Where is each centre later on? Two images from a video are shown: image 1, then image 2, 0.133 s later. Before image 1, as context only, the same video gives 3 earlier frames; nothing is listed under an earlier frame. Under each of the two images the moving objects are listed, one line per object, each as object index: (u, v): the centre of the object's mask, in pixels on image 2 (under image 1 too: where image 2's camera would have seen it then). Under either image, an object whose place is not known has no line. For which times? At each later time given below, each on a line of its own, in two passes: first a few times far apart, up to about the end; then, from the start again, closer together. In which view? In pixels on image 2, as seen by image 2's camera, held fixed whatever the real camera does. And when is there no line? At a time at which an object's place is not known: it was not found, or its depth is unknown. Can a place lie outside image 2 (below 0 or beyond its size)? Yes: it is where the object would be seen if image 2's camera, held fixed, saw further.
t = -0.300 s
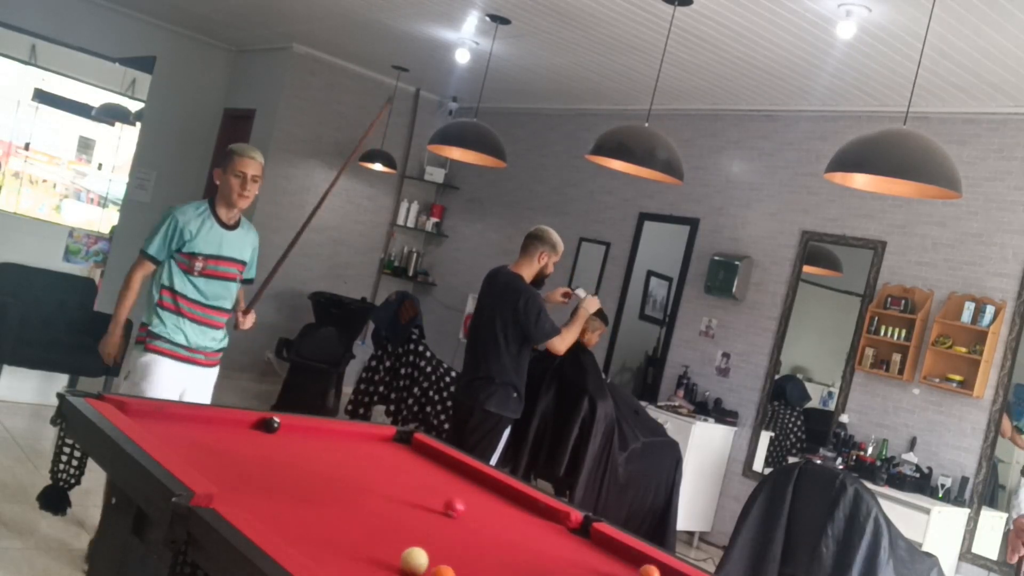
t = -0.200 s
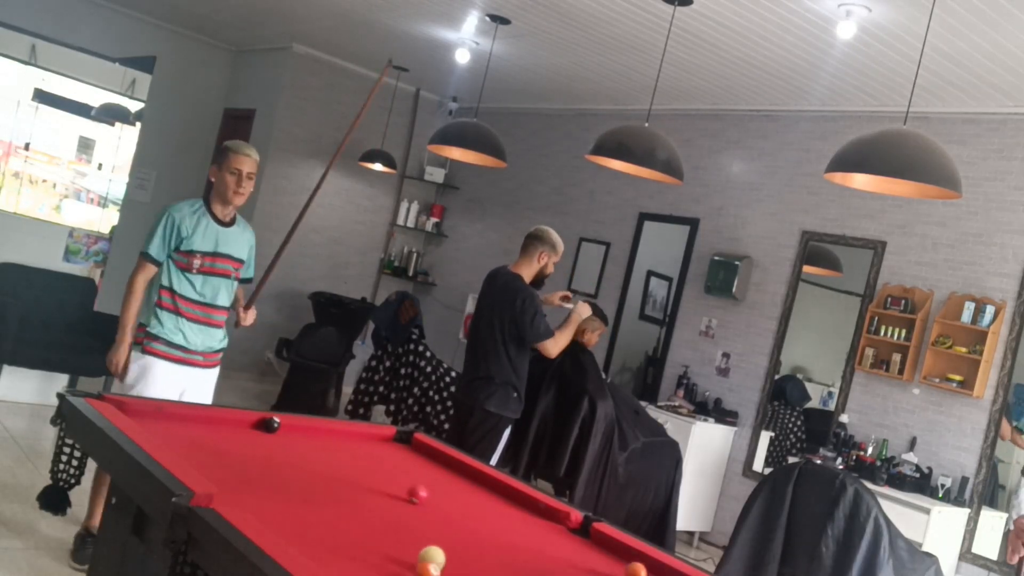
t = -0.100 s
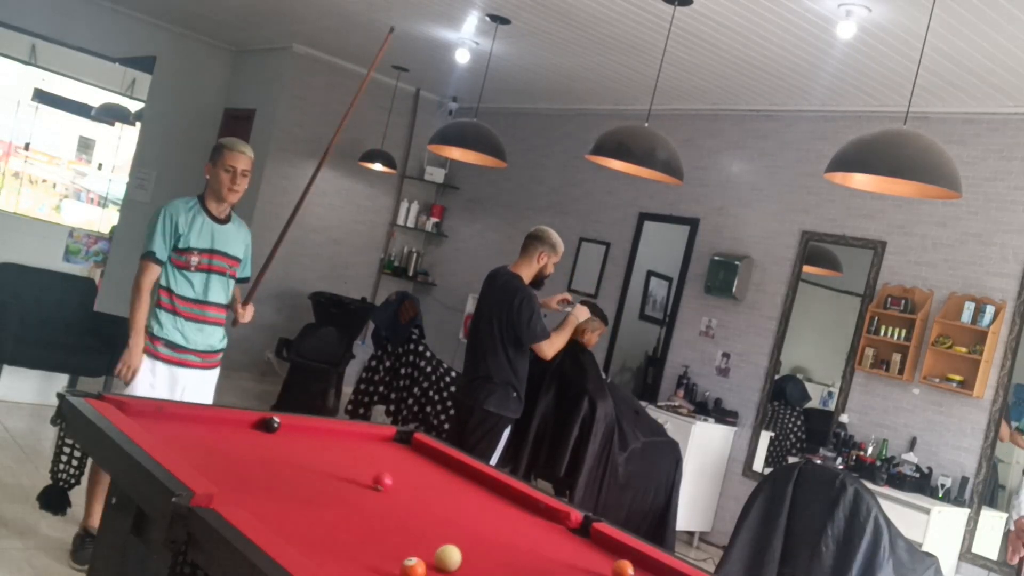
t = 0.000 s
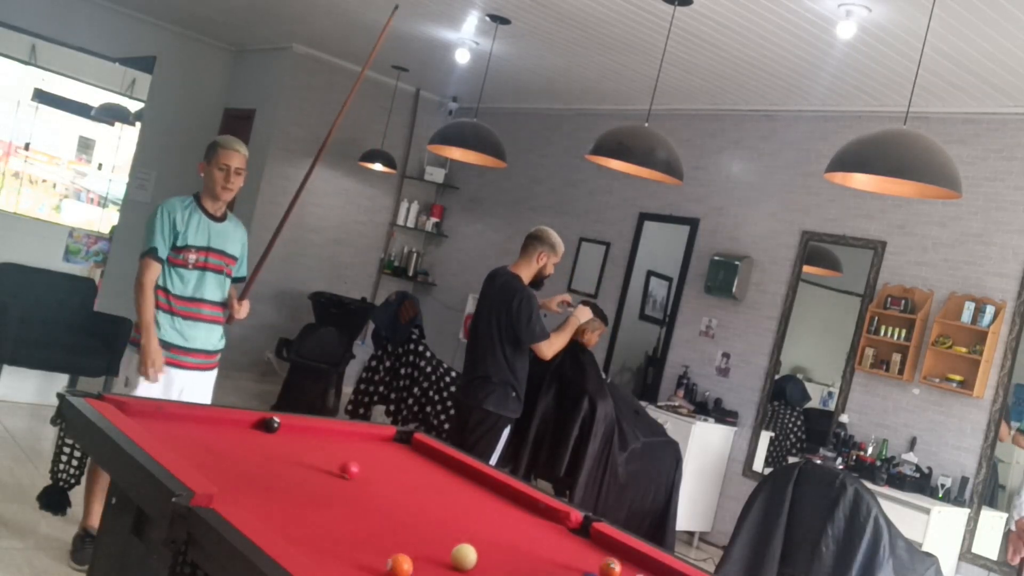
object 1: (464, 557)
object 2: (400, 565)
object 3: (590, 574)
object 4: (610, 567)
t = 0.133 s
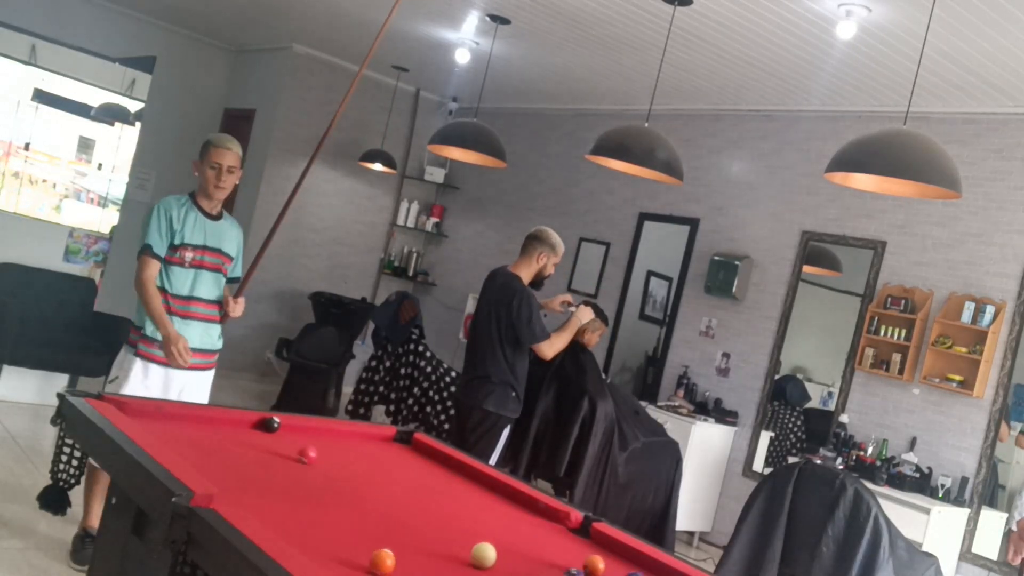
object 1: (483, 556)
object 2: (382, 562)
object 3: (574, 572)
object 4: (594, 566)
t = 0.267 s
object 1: (502, 554)
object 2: (366, 558)
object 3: (558, 570)
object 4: (578, 564)
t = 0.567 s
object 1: (529, 546)
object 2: (335, 549)
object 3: (526, 564)
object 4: (560, 561)
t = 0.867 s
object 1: (526, 538)
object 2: (310, 542)
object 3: (499, 555)
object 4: (579, 566)
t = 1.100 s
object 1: (524, 530)
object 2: (295, 536)
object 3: (480, 549)
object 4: (591, 567)
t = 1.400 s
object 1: (522, 523)
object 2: (282, 530)
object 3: (462, 542)
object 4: (602, 568)
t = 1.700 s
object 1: (521, 516)
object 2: (276, 526)
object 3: (450, 537)
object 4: (609, 569)
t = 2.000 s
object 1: (519, 511)
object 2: (272, 525)
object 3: (444, 532)
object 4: (611, 570)
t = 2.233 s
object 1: (519, 507)
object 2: (273, 525)
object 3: (442, 530)
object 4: (611, 569)
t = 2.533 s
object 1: (518, 504)
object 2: (273, 525)
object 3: (440, 527)
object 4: (611, 569)
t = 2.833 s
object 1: (518, 501)
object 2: (273, 525)
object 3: (440, 526)
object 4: (611, 569)
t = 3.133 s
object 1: (517, 499)
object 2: (272, 525)
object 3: (441, 526)
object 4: (610, 569)
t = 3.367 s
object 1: (517, 498)
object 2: (273, 525)
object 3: (441, 526)
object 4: (611, 569)
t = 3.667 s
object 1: (516, 498)
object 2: (273, 525)
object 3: (441, 526)
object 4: (610, 569)
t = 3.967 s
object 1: (516, 498)
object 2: (273, 525)
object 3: (442, 526)
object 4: (611, 569)
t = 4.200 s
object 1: (516, 498)
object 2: (273, 525)
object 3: (441, 526)
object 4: (611, 569)
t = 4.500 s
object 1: (516, 498)
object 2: (273, 525)
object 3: (442, 526)
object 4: (611, 569)
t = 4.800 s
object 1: (516, 498)
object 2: (272, 525)
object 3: (441, 526)
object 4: (611, 569)
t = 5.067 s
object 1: (516, 498)
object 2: (272, 525)
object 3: (441, 526)
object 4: (611, 569)
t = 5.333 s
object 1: (516, 498)
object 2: (273, 525)
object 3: (441, 526)
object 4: (611, 569)
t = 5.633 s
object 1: (516, 498)
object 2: (272, 525)
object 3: (441, 526)
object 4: (611, 569)
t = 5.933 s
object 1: (516, 498)
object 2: (272, 525)
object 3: (441, 526)
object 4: (611, 569)
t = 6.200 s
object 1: (516, 498)
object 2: (272, 525)
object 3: (441, 526)
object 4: (611, 569)
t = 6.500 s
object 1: (516, 498)
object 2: (272, 525)
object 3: (441, 526)
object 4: (610, 569)
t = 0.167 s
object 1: (488, 555)
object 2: (378, 561)
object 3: (570, 571)
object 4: (590, 565)
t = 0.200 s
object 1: (493, 554)
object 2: (375, 560)
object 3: (566, 571)
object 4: (586, 564)
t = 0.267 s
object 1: (502, 554)
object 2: (366, 558)
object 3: (558, 570)
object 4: (578, 564)
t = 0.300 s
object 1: (506, 553)
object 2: (363, 557)
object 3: (554, 569)
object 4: (574, 563)
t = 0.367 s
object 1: (515, 553)
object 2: (355, 555)
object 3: (547, 568)
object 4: (567, 561)
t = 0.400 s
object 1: (519, 552)
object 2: (352, 554)
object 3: (543, 567)
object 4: (563, 560)
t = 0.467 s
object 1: (526, 550)
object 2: (345, 552)
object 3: (536, 566)
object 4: (556, 559)
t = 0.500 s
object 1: (529, 548)
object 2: (341, 551)
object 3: (532, 565)
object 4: (554, 559)
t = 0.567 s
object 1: (529, 546)
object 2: (335, 549)
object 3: (526, 564)
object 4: (560, 561)
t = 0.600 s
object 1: (529, 545)
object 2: (332, 548)
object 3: (522, 563)
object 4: (562, 561)
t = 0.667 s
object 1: (528, 544)
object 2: (325, 547)
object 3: (516, 561)
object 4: (566, 562)
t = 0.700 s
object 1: (527, 543)
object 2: (323, 546)
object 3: (513, 560)
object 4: (569, 563)
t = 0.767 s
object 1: (526, 541)
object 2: (318, 544)
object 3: (507, 558)
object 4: (573, 564)
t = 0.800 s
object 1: (526, 540)
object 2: (316, 543)
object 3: (504, 557)
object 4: (575, 565)
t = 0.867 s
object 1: (526, 538)
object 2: (310, 542)
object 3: (499, 555)
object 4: (579, 566)
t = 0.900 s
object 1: (526, 537)
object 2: (308, 541)
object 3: (496, 554)
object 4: (581, 566)
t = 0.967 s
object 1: (525, 534)
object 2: (303, 540)
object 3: (490, 552)
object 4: (584, 566)
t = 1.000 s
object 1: (525, 533)
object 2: (301, 539)
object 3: (488, 552)
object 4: (586, 566)
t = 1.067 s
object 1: (524, 531)
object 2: (297, 537)
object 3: (483, 550)
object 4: (589, 567)
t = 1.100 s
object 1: (524, 530)
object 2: (295, 536)
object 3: (480, 549)
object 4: (591, 567)
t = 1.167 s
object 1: (523, 529)
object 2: (292, 535)
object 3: (476, 548)
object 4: (593, 567)
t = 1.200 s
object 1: (523, 528)
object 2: (290, 534)
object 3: (474, 547)
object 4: (594, 567)
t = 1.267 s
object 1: (523, 526)
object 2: (287, 533)
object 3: (470, 545)
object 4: (597, 568)
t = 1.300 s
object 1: (523, 525)
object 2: (286, 532)
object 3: (468, 545)
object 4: (598, 568)
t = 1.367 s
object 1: (523, 524)
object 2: (283, 530)
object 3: (464, 543)
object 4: (600, 568)
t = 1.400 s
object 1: (522, 523)
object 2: (282, 530)
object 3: (462, 542)
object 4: (602, 568)
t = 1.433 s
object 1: (522, 522)
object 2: (281, 529)
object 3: (461, 541)
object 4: (603, 569)
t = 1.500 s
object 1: (522, 520)
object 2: (282, 530)
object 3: (457, 540)
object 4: (604, 569)
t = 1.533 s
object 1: (522, 519)
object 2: (281, 530)
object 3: (456, 540)
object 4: (605, 569)
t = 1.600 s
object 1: (521, 518)
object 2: (278, 528)
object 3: (453, 539)
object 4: (606, 569)
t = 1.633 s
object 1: (521, 517)
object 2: (277, 527)
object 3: (452, 538)
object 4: (607, 569)
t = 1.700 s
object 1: (521, 516)
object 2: (276, 526)
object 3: (450, 537)
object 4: (609, 569)
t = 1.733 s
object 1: (521, 515)
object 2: (275, 526)
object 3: (449, 536)
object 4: (609, 569)
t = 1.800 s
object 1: (521, 514)
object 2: (273, 525)
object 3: (448, 535)
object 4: (610, 569)
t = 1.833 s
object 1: (520, 513)
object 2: (272, 525)
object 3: (447, 535)
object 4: (610, 569)
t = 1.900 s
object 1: (520, 512)
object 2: (272, 525)
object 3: (446, 534)
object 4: (611, 569)
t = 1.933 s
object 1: (520, 512)
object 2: (272, 524)
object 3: (445, 533)
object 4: (611, 569)
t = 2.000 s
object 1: (519, 511)
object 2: (272, 525)
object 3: (444, 532)
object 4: (611, 570)
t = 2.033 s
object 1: (519, 510)
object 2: (272, 524)
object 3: (444, 532)
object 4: (611, 569)
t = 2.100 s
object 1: (519, 509)
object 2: (272, 525)
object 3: (443, 531)
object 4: (611, 569)
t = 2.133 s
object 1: (519, 509)
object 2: (273, 525)
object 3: (443, 531)
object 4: (611, 569)
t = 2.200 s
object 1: (519, 508)
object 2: (273, 525)
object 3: (442, 530)
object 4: (611, 569)
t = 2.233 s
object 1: (519, 507)
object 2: (273, 525)
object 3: (442, 530)
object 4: (611, 569)
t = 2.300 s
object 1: (518, 506)
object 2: (272, 525)
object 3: (441, 529)
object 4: (611, 569)
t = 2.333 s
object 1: (518, 506)
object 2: (272, 525)
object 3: (441, 529)
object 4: (611, 569)
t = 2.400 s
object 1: (518, 505)
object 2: (273, 525)
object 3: (440, 528)
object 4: (611, 569)
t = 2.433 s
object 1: (518, 505)
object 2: (273, 525)
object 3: (440, 528)
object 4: (611, 569)
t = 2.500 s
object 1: (518, 504)
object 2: (273, 525)
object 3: (440, 527)
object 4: (611, 569)
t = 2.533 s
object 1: (518, 504)
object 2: (273, 525)
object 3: (440, 527)
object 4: (611, 569)
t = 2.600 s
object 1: (518, 503)
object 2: (273, 525)
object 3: (439, 527)
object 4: (611, 569)
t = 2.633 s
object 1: (518, 503)
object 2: (273, 525)
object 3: (440, 526)
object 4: (611, 569)
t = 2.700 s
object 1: (518, 502)
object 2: (272, 525)
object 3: (440, 525)
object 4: (611, 569)
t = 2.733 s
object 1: (518, 502)
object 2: (273, 525)
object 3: (440, 524)
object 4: (611, 569)
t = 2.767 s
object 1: (518, 501)
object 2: (273, 525)
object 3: (440, 524)
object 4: (611, 569)
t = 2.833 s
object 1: (518, 501)
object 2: (273, 525)
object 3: (440, 526)
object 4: (611, 569)
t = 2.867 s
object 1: (518, 501)
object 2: (273, 525)
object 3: (440, 526)
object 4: (611, 569)
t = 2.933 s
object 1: (517, 500)
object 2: (272, 525)
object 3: (441, 526)
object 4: (611, 569)
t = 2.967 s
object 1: (517, 500)
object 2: (272, 525)
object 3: (441, 526)
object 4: (611, 569)
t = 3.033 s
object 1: (517, 500)
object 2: (273, 525)
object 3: (441, 526)
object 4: (611, 569)
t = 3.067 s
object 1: (517, 500)
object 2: (272, 525)
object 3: (441, 526)
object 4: (610, 569)
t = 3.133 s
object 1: (517, 499)
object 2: (272, 525)
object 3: (441, 526)
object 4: (610, 569)
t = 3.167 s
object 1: (517, 499)
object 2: (273, 525)
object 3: (441, 526)
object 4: (611, 569)
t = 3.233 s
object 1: (517, 499)
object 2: (272, 525)
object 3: (441, 526)
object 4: (610, 569)
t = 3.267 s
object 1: (517, 499)
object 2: (272, 525)
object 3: (441, 526)
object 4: (610, 569)
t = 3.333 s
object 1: (517, 498)
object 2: (273, 525)
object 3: (441, 526)
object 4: (611, 569)
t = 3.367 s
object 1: (517, 498)
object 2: (273, 525)
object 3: (441, 526)
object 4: (611, 569)
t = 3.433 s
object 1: (517, 498)
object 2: (273, 525)
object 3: (441, 526)
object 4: (610, 569)
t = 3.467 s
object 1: (516, 498)
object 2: (273, 525)
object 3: (441, 526)
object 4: (610, 569)
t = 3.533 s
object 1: (516, 498)
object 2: (273, 525)
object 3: (441, 526)
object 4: (610, 569)
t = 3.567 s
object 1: (516, 498)
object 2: (272, 525)
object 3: (441, 526)
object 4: (611, 569)
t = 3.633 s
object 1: (516, 498)
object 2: (273, 525)
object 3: (441, 526)
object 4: (611, 569)
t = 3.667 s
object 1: (516, 498)
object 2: (273, 525)
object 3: (441, 526)
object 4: (610, 569)
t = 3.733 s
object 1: (516, 498)
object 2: (273, 525)
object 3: (442, 526)
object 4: (611, 569)
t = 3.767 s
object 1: (516, 498)
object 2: (273, 525)
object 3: (444, 525)
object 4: (611, 569)
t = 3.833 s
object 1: (516, 498)
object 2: (273, 525)
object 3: (442, 526)
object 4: (611, 569)
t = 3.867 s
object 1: (516, 498)
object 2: (273, 525)
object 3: (442, 526)
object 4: (611, 569)
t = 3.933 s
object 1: (516, 498)
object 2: (273, 525)
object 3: (442, 526)
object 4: (611, 569)
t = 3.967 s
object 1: (516, 498)
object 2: (273, 525)
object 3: (442, 526)
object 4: (611, 569)
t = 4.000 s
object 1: (516, 498)
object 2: (273, 525)
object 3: (442, 526)
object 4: (611, 569)
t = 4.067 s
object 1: (516, 498)
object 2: (272, 525)
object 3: (441, 526)
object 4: (611, 569)
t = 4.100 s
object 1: (516, 498)
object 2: (273, 525)
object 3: (441, 526)
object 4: (611, 569)
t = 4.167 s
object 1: (516, 498)
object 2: (273, 525)
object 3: (441, 526)
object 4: (611, 569)
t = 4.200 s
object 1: (516, 498)
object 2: (273, 525)
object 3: (441, 526)
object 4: (611, 569)
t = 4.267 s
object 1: (516, 498)
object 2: (272, 525)
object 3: (442, 526)
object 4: (611, 569)
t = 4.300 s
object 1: (516, 498)
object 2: (273, 525)
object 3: (442, 526)
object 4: (611, 569)
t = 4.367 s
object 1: (516, 498)
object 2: (273, 525)
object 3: (442, 526)
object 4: (611, 569)
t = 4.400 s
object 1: (516, 498)
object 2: (273, 525)
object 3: (441, 526)
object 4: (611, 569)
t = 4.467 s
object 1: (516, 498)
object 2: (272, 525)
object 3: (442, 526)
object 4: (611, 569)
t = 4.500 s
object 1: (516, 498)
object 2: (273, 525)
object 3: (442, 526)
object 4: (611, 569)
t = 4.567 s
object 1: (516, 498)
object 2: (272, 525)
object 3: (441, 526)
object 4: (611, 569)
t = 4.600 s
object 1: (516, 498)
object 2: (272, 525)
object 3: (441, 526)
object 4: (611, 569)
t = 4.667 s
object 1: (516, 498)
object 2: (273, 525)
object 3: (441, 526)
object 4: (611, 569)
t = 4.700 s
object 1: (516, 498)
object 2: (272, 525)
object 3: (441, 526)
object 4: (611, 569)
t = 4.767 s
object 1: (516, 498)
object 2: (272, 525)
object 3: (441, 526)
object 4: (611, 569)
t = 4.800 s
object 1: (516, 498)
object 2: (272, 525)
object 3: (441, 526)
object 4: (611, 569)
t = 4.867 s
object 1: (516, 498)
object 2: (272, 525)
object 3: (441, 526)
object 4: (611, 569)
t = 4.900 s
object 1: (516, 498)
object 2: (272, 525)
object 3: (441, 526)
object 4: (611, 569)
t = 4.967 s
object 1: (516, 498)
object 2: (272, 525)
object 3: (441, 526)
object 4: (611, 569)
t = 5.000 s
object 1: (516, 498)
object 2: (272, 525)
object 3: (441, 526)
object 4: (611, 569)
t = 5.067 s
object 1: (516, 498)
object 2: (272, 525)
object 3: (441, 526)
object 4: (611, 569)
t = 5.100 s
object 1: (516, 498)
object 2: (272, 525)
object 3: (441, 526)
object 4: (611, 569)
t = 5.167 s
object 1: (516, 498)
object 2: (273, 525)
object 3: (441, 526)
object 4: (611, 569)
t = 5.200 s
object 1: (516, 498)
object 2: (272, 525)
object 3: (441, 526)
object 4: (611, 569)
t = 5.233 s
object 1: (516, 498)
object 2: (272, 525)
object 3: (441, 526)
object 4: (611, 569)
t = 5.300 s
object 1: (516, 498)
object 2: (272, 525)
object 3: (441, 526)
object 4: (611, 569)
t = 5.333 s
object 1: (516, 498)
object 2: (273, 525)
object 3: (441, 526)
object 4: (611, 569)
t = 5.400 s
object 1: (516, 498)
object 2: (272, 525)
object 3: (441, 526)
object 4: (611, 569)
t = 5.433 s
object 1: (516, 498)
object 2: (272, 525)
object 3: (441, 526)
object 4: (610, 569)
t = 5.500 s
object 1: (516, 498)
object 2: (272, 525)
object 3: (441, 526)
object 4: (611, 569)
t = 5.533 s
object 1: (516, 498)
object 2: (273, 525)
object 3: (441, 526)
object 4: (611, 569)
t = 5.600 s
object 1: (516, 498)
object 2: (272, 525)
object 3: (441, 526)
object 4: (611, 569)
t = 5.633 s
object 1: (516, 498)
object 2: (272, 525)
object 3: (441, 526)
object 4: (611, 569)
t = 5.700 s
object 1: (516, 498)
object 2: (272, 525)
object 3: (441, 526)
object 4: (611, 569)
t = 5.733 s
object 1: (516, 498)
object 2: (272, 525)
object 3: (441, 526)
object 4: (611, 569)
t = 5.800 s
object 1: (516, 498)
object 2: (272, 525)
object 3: (441, 526)
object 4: (611, 569)
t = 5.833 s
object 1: (516, 498)
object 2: (272, 525)
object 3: (441, 526)
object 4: (611, 569)
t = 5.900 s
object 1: (516, 498)
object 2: (272, 525)
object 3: (442, 526)
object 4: (611, 569)
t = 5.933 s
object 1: (516, 498)
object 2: (272, 525)
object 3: (441, 526)
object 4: (611, 569)
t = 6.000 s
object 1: (516, 498)
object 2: (272, 525)
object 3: (442, 526)
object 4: (611, 569)
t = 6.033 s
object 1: (516, 498)
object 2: (272, 525)
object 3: (441, 526)
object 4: (610, 569)
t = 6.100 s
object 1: (516, 498)
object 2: (272, 525)
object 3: (441, 526)
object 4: (611, 569)
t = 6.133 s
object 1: (516, 498)
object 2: (272, 525)
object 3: (441, 526)
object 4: (611, 569)
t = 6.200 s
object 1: (516, 498)
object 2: (272, 525)
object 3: (441, 526)
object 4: (611, 569)
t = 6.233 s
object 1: (516, 498)
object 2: (272, 525)
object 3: (441, 526)
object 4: (611, 569)
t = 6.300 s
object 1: (516, 498)
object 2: (272, 525)
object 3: (441, 526)
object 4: (611, 569)
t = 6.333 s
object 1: (516, 498)
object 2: (272, 525)
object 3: (441, 526)
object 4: (611, 569)
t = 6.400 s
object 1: (516, 498)
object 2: (272, 525)
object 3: (441, 526)
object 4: (610, 569)
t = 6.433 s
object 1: (516, 498)
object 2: (272, 525)
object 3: (441, 526)
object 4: (611, 569)
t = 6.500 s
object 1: (516, 498)
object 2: (272, 525)
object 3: (441, 526)
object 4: (610, 569)
